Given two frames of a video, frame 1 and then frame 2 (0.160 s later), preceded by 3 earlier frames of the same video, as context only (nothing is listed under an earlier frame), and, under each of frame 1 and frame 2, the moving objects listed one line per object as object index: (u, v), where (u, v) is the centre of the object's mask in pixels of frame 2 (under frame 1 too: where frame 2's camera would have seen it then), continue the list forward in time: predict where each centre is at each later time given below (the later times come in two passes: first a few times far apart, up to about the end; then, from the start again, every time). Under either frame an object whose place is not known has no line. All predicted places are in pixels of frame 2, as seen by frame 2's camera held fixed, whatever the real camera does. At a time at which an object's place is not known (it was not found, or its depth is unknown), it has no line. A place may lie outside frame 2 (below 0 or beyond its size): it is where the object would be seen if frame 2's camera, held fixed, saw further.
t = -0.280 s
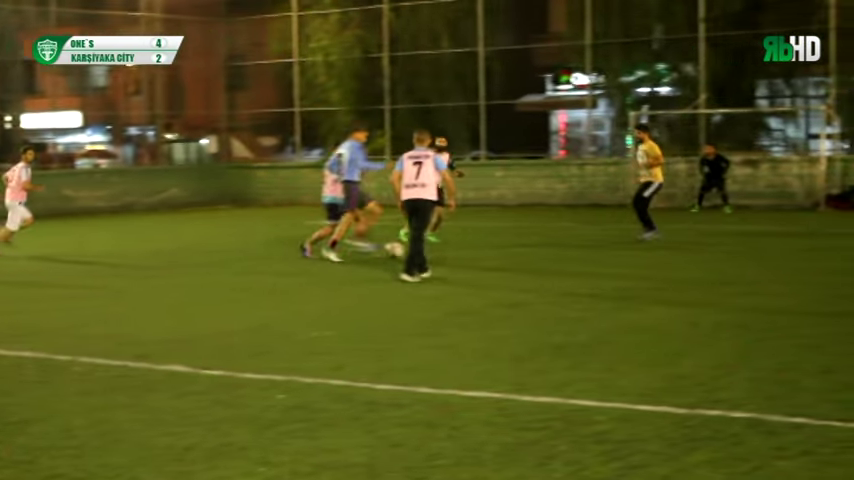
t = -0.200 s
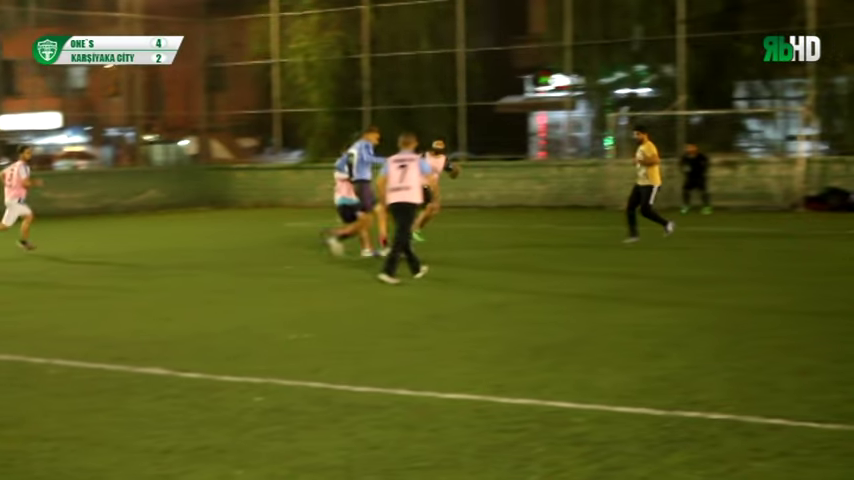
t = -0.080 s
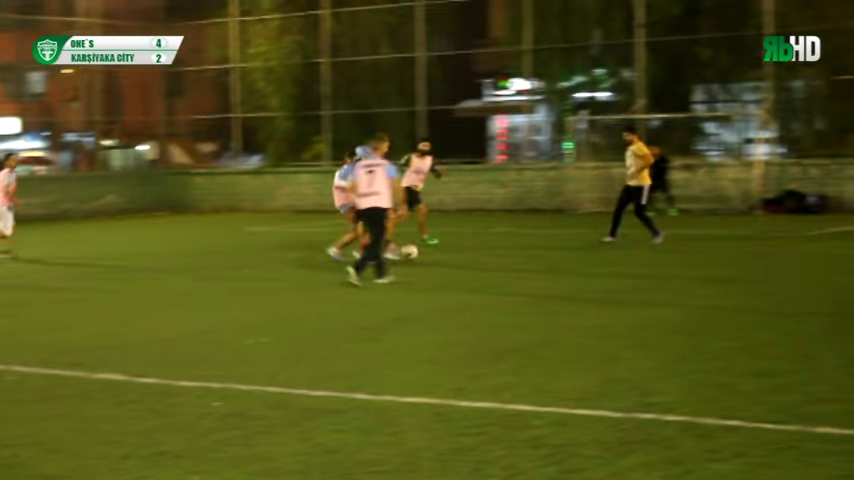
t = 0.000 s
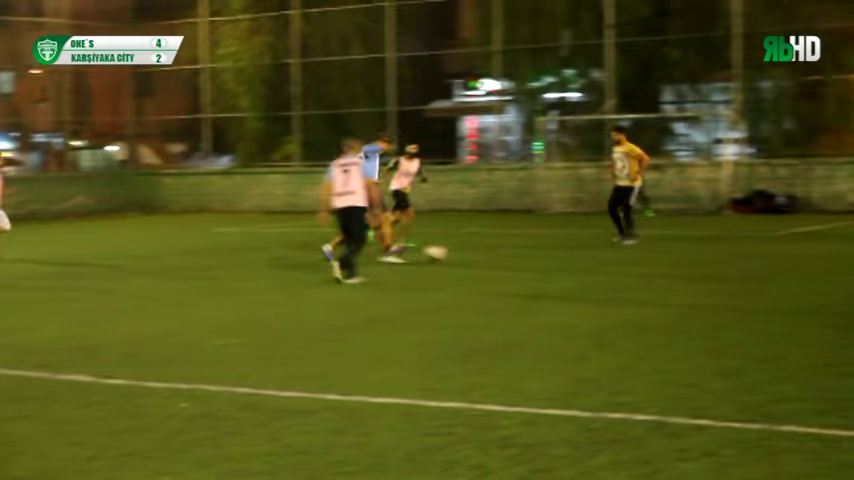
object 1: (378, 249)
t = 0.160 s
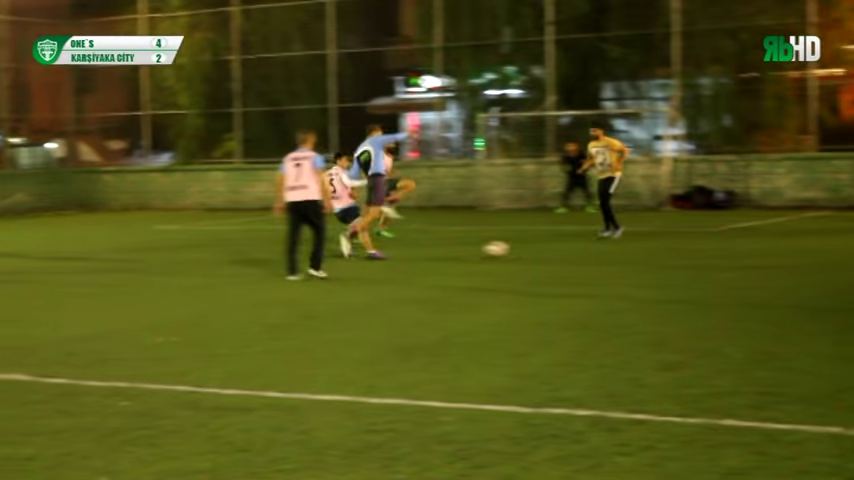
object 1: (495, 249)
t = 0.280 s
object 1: (579, 247)
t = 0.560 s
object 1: (752, 247)
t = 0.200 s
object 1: (524, 250)
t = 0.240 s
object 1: (551, 248)
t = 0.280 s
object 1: (579, 247)
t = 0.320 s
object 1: (606, 248)
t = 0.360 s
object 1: (631, 250)
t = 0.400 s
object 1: (657, 248)
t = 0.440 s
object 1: (682, 248)
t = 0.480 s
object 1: (705, 247)
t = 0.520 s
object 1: (729, 246)
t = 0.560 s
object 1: (752, 247)
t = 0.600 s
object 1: (774, 247)
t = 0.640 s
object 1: (796, 244)
